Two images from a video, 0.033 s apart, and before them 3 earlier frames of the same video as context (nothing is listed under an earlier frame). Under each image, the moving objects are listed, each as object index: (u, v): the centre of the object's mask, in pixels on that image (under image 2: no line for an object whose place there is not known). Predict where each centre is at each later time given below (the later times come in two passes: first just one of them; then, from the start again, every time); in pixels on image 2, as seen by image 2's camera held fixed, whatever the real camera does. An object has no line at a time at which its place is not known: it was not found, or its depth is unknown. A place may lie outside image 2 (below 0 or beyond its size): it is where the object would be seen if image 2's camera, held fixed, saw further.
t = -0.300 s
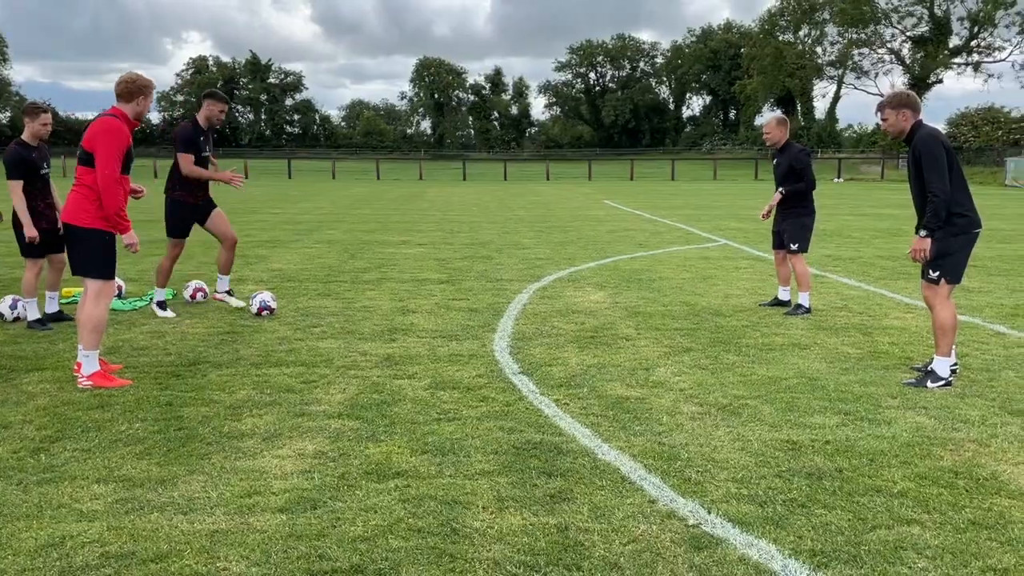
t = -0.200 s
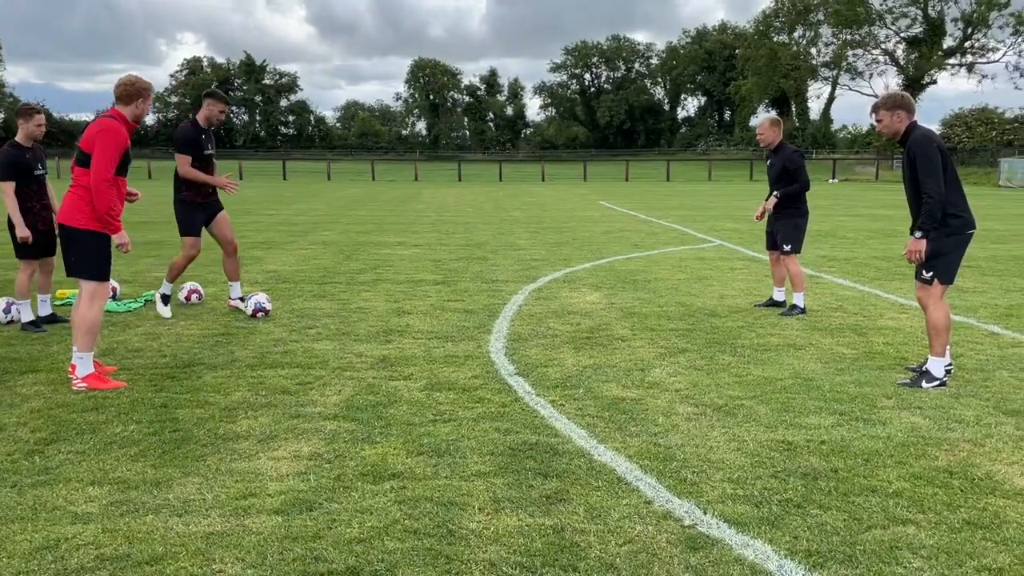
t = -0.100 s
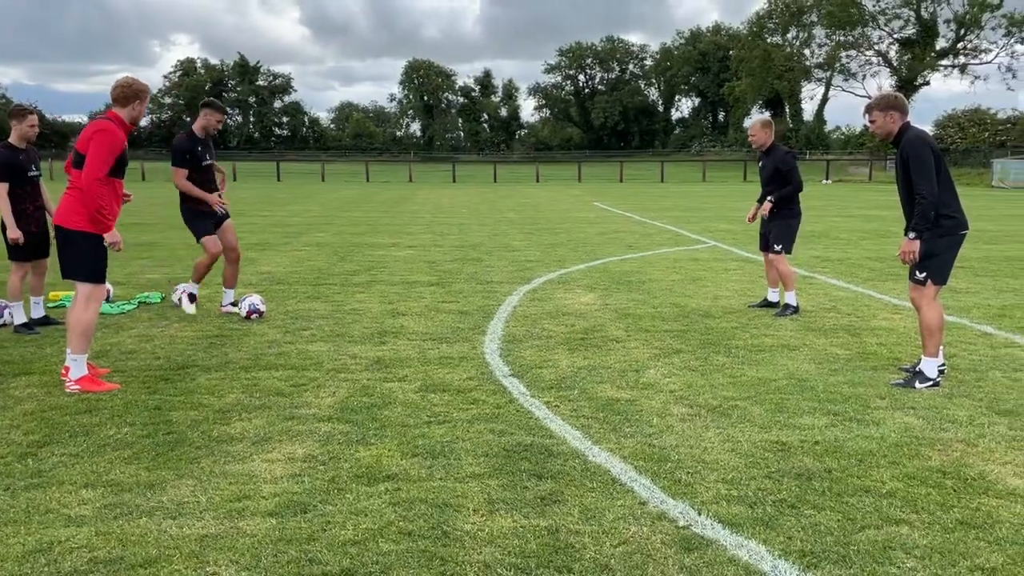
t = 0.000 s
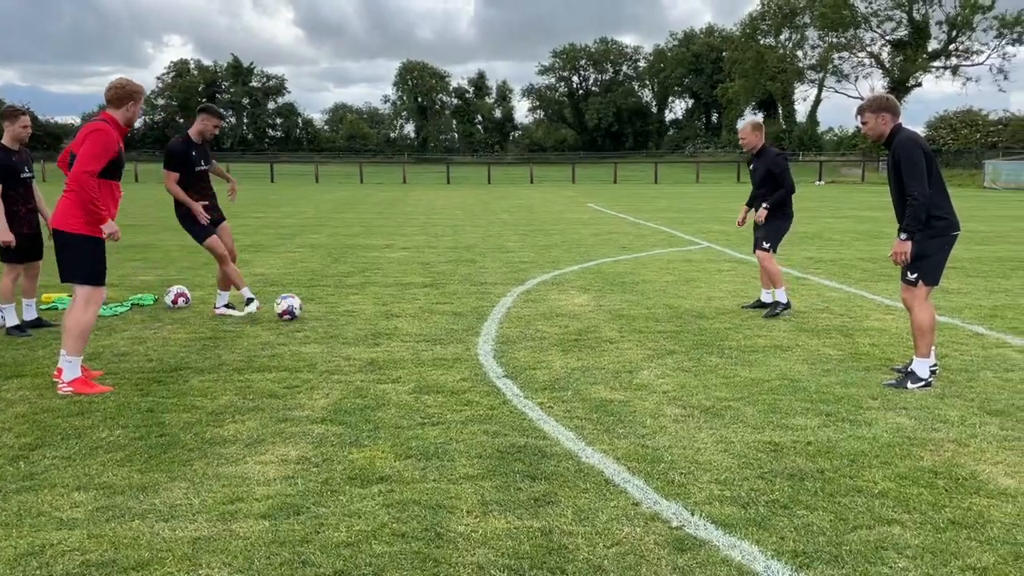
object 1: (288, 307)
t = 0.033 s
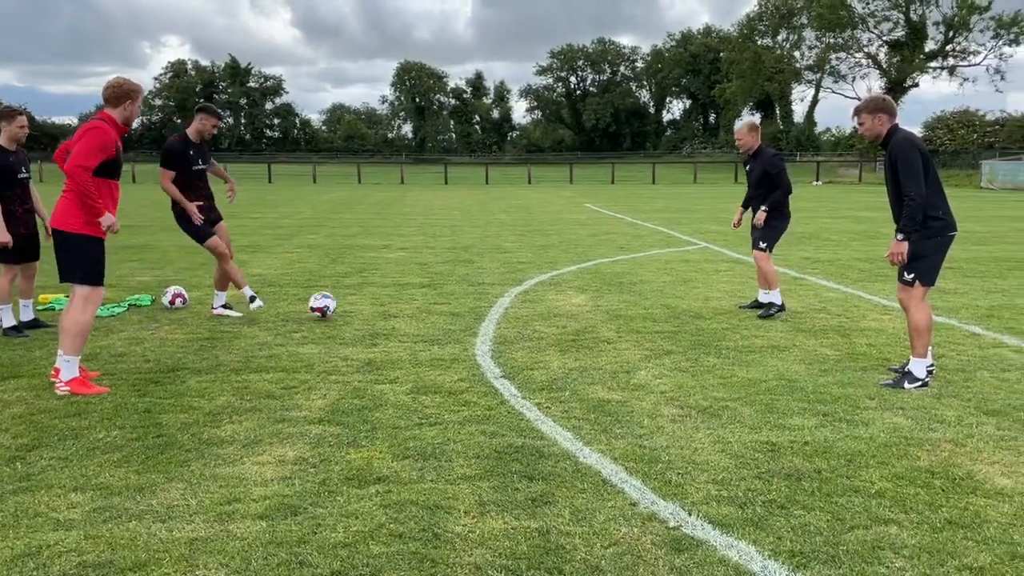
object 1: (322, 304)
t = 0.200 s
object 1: (498, 307)
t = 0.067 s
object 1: (359, 303)
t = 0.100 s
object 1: (394, 302)
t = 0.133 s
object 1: (430, 304)
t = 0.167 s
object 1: (465, 306)
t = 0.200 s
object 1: (498, 307)
